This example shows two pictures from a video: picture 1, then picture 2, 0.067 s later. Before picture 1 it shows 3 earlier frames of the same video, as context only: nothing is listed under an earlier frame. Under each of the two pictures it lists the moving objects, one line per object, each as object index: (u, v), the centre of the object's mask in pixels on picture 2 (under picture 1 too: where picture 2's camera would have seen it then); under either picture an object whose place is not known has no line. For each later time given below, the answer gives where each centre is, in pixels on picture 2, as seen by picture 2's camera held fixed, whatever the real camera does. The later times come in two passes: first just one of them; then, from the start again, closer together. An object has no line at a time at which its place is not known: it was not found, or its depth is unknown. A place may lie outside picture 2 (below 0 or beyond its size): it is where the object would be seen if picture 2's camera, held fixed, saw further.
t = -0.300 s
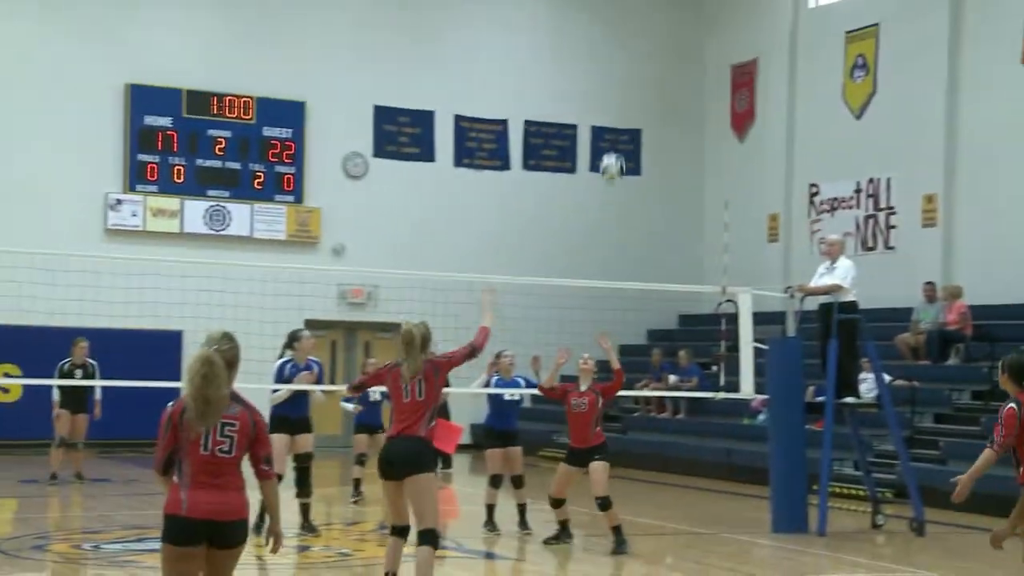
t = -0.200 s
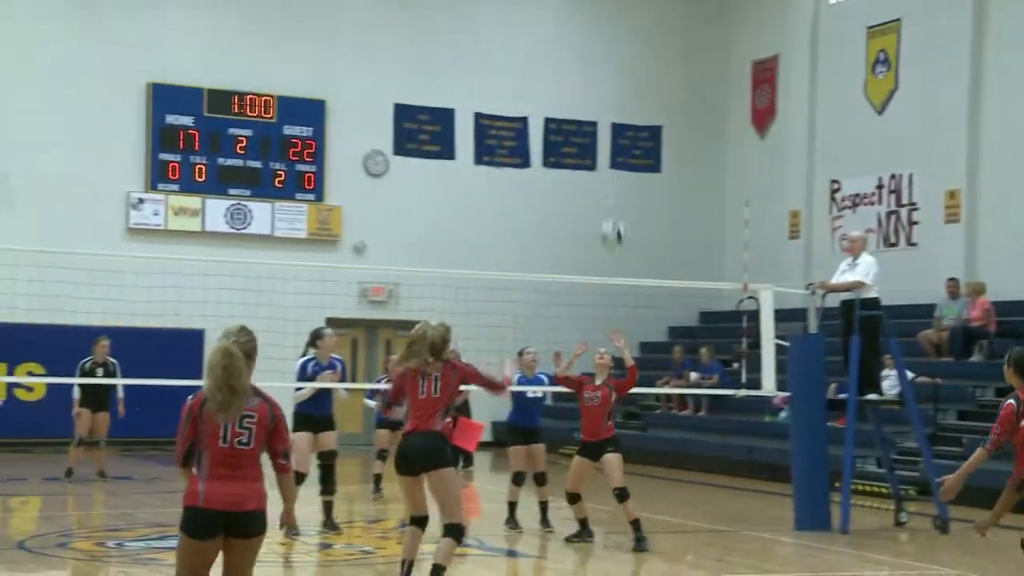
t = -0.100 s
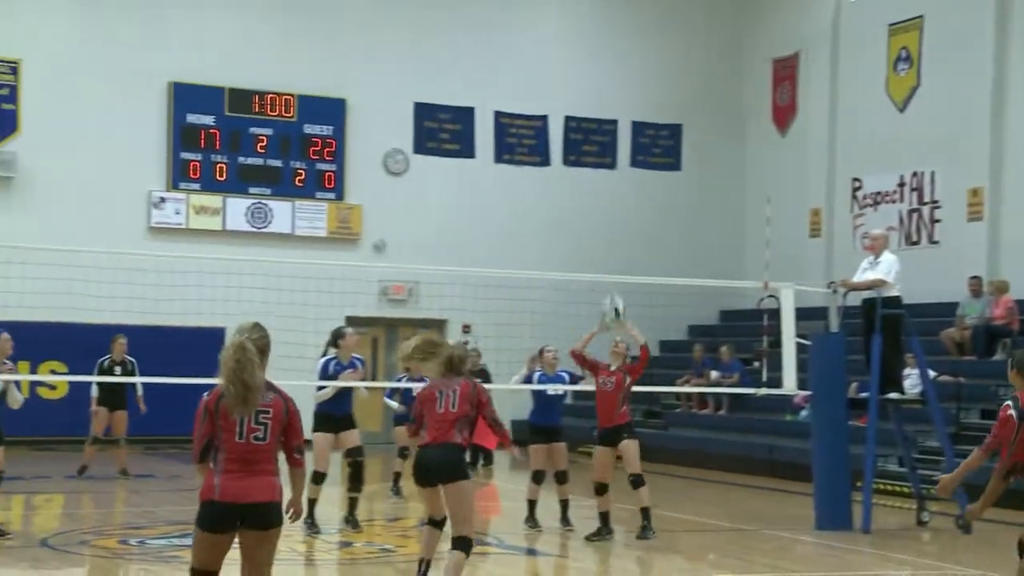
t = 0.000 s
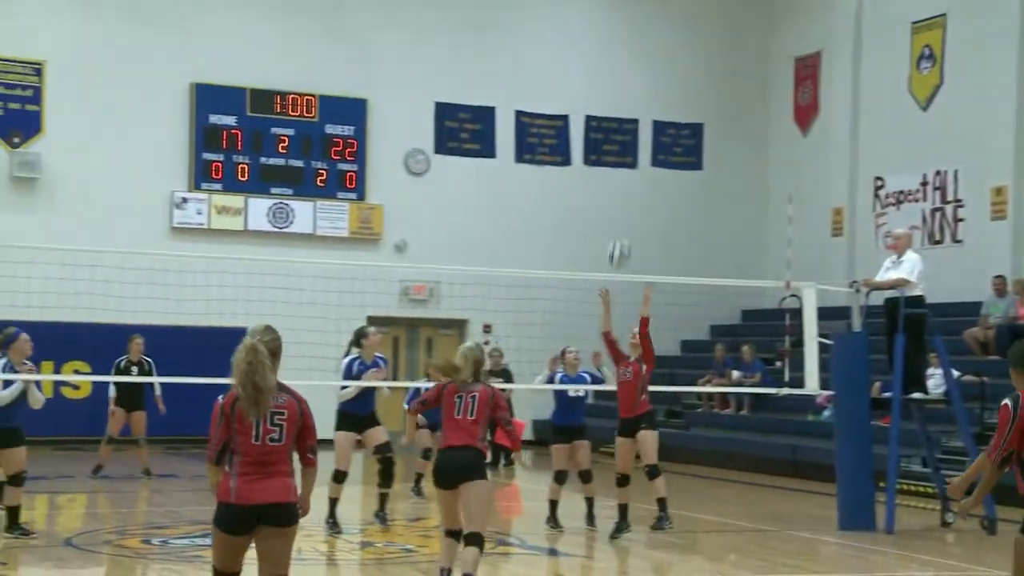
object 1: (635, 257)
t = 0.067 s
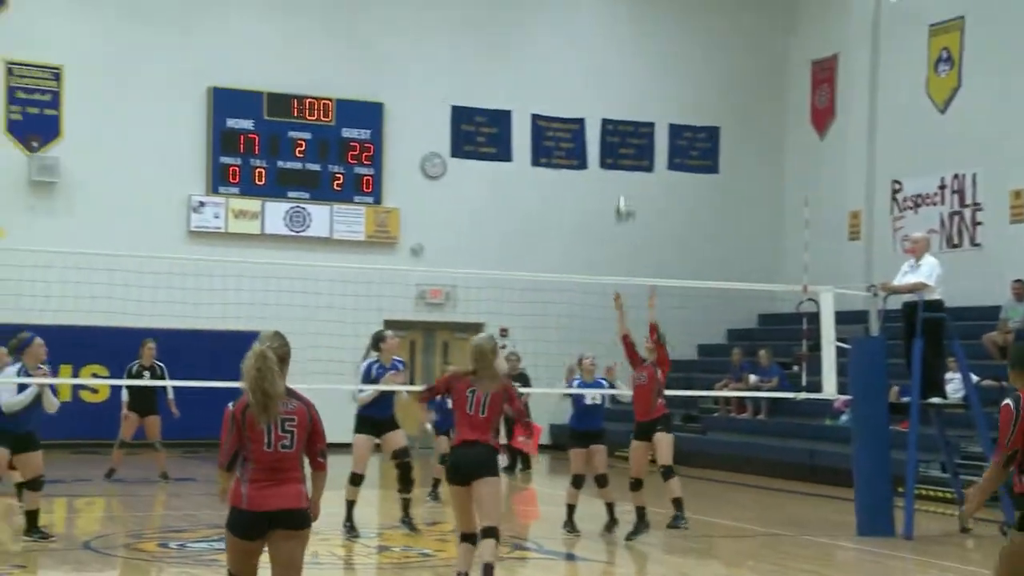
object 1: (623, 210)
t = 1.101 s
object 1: (440, 128)
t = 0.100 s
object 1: (618, 186)
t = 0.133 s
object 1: (612, 164)
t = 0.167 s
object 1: (607, 145)
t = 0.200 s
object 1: (601, 126)
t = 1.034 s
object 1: (454, 94)
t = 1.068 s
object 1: (446, 111)
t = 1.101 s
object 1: (440, 128)
